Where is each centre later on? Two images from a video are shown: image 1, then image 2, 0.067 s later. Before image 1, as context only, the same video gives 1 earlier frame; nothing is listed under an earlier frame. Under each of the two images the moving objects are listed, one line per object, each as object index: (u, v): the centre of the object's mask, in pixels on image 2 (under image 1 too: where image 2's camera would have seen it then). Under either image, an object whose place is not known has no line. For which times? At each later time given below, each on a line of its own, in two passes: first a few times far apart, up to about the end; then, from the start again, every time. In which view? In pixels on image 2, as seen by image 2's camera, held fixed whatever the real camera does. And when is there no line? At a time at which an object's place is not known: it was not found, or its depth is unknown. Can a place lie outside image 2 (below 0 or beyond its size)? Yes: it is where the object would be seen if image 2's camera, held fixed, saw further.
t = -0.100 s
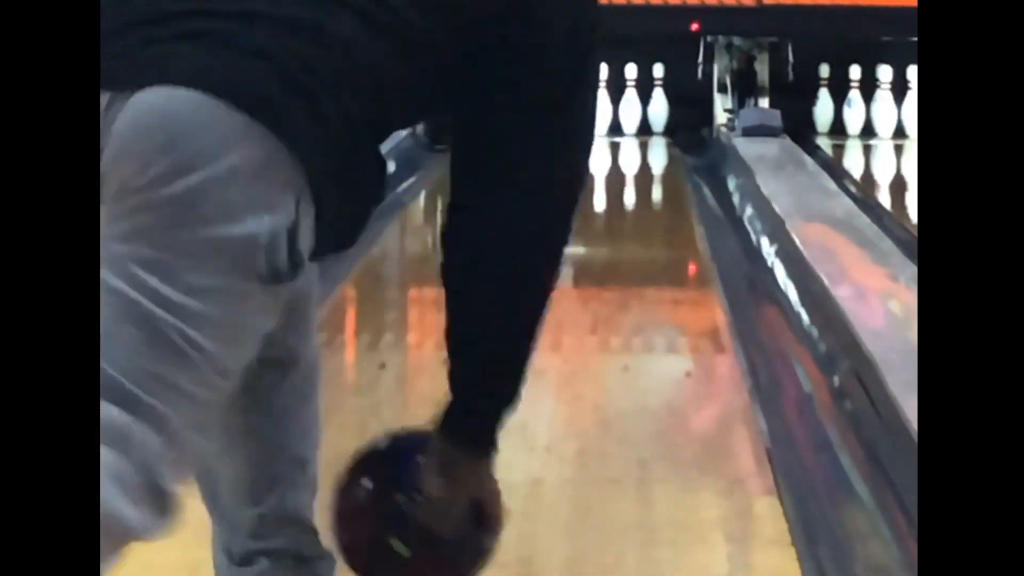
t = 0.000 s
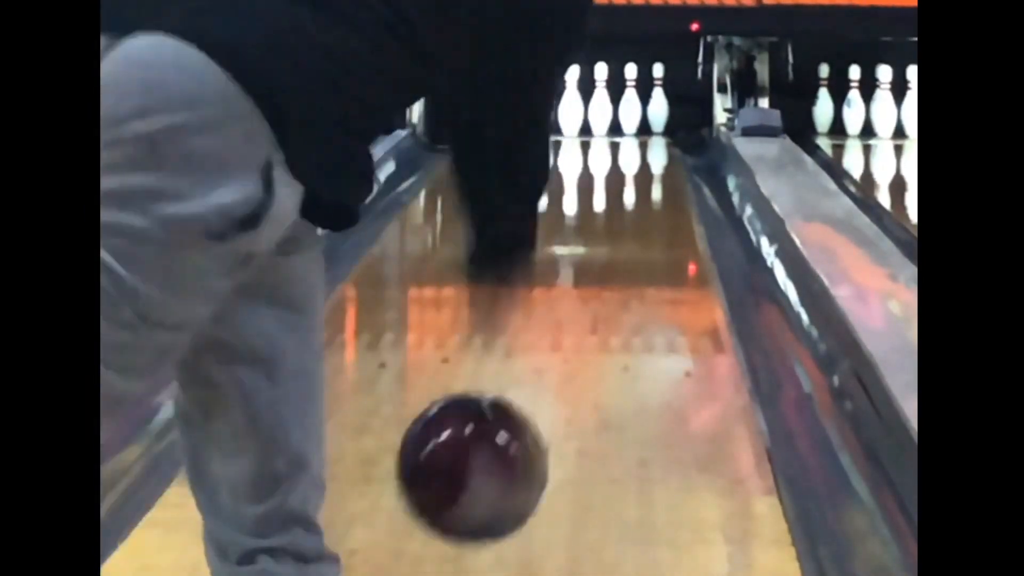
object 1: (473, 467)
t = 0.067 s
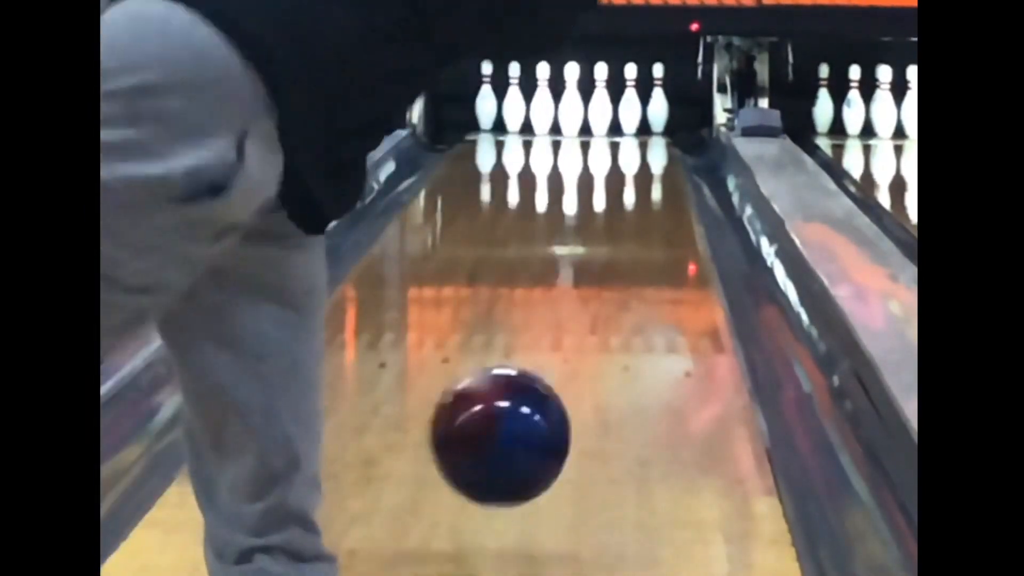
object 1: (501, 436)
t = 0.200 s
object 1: (544, 427)
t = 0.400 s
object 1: (590, 352)
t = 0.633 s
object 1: (627, 293)
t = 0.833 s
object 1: (644, 256)
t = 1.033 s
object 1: (660, 225)
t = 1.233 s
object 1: (669, 199)
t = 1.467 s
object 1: (670, 177)
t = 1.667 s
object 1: (668, 161)
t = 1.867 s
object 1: (661, 146)
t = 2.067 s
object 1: (644, 134)
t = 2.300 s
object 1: (613, 124)
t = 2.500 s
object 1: (601, 117)
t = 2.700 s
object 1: (599, 112)
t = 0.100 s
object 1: (512, 432)
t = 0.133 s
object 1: (523, 434)
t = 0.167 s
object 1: (534, 442)
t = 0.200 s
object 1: (544, 427)
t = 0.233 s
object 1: (554, 413)
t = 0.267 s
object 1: (561, 399)
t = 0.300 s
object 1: (570, 383)
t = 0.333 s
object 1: (576, 375)
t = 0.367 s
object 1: (584, 363)
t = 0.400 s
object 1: (590, 352)
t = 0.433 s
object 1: (597, 341)
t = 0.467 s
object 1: (602, 333)
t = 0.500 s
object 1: (608, 324)
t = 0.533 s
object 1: (613, 315)
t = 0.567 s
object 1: (618, 307)
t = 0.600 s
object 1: (622, 300)
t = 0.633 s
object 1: (627, 293)
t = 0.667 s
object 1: (629, 287)
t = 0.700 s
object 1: (634, 278)
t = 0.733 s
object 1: (638, 273)
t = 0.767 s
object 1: (642, 267)
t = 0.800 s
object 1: (645, 261)
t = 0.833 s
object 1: (644, 256)
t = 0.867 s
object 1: (651, 249)
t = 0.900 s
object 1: (652, 243)
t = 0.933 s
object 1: (655, 239)
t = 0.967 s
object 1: (658, 234)
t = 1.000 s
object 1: (658, 229)
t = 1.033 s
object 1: (660, 225)
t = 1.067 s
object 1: (663, 219)
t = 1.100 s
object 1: (664, 216)
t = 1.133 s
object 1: (665, 211)
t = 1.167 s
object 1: (664, 208)
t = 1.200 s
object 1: (668, 203)
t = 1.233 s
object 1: (669, 199)
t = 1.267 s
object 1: (670, 195)
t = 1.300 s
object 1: (670, 192)
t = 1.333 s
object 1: (670, 189)
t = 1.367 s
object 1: (671, 185)
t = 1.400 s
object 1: (671, 182)
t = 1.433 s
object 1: (670, 179)
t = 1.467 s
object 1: (670, 177)
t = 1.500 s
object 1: (669, 174)
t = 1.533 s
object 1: (671, 170)
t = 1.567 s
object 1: (670, 168)
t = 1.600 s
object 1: (669, 165)
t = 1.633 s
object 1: (669, 162)
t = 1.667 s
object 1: (668, 161)
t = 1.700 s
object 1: (667, 157)
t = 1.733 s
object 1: (665, 156)
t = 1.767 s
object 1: (665, 153)
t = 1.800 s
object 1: (663, 151)
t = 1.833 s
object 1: (662, 147)
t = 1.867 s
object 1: (661, 146)
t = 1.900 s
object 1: (658, 143)
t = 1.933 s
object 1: (656, 142)
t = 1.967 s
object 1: (653, 140)
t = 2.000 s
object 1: (651, 138)
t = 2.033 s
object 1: (647, 136)
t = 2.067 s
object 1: (644, 134)
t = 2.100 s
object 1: (640, 133)
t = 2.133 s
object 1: (635, 131)
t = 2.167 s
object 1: (632, 130)
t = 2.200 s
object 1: (627, 129)
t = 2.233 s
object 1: (622, 128)
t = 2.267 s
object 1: (618, 126)
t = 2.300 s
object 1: (613, 124)
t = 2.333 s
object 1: (609, 122)
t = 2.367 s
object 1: (605, 121)
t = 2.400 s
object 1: (601, 119)
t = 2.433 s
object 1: (595, 121)
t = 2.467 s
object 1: (599, 118)
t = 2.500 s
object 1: (601, 117)
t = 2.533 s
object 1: (603, 116)
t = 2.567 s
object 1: (604, 114)
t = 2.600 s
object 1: (603, 111)
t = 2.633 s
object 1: (601, 113)
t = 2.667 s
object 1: (600, 112)
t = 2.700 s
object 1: (599, 112)
